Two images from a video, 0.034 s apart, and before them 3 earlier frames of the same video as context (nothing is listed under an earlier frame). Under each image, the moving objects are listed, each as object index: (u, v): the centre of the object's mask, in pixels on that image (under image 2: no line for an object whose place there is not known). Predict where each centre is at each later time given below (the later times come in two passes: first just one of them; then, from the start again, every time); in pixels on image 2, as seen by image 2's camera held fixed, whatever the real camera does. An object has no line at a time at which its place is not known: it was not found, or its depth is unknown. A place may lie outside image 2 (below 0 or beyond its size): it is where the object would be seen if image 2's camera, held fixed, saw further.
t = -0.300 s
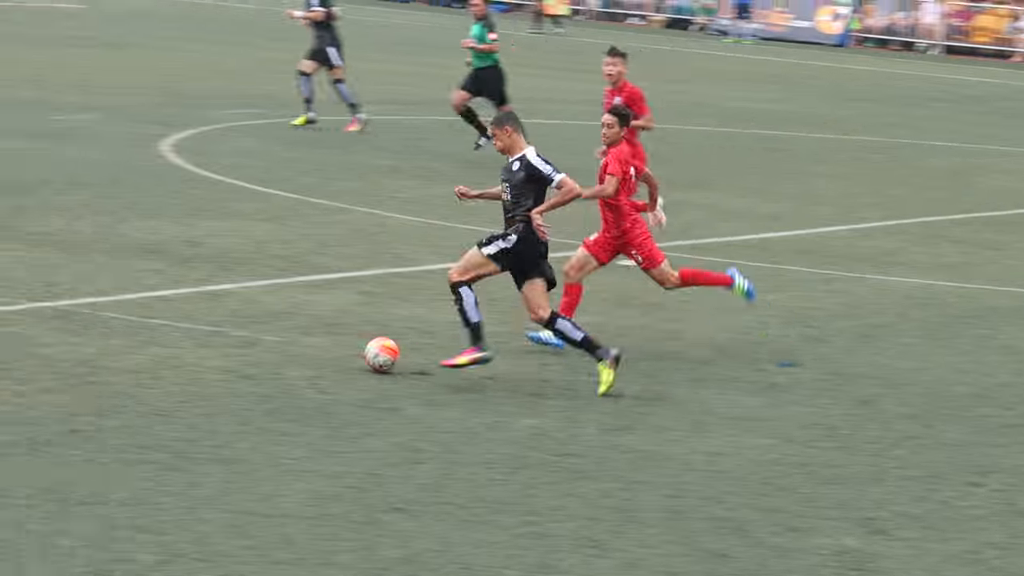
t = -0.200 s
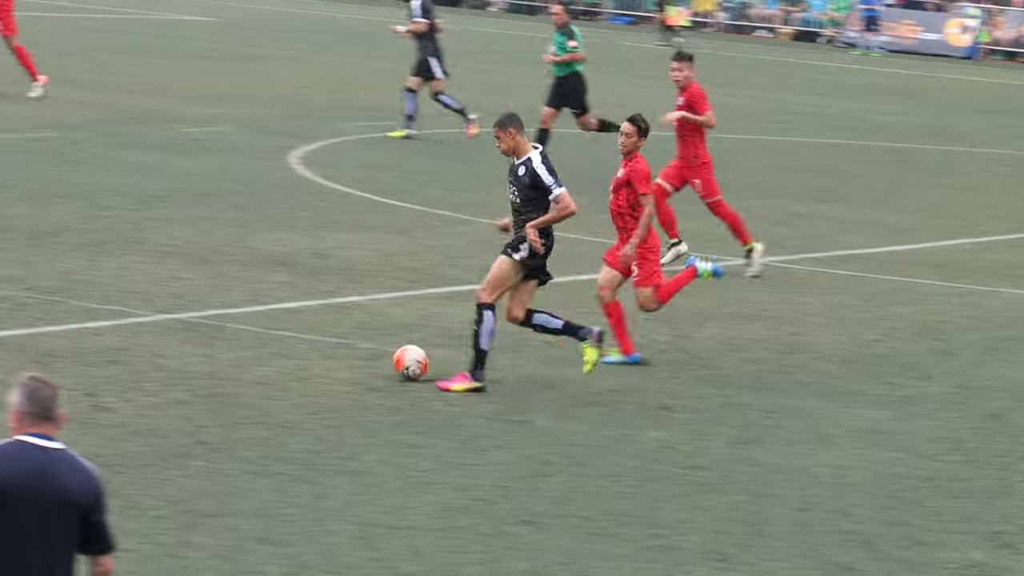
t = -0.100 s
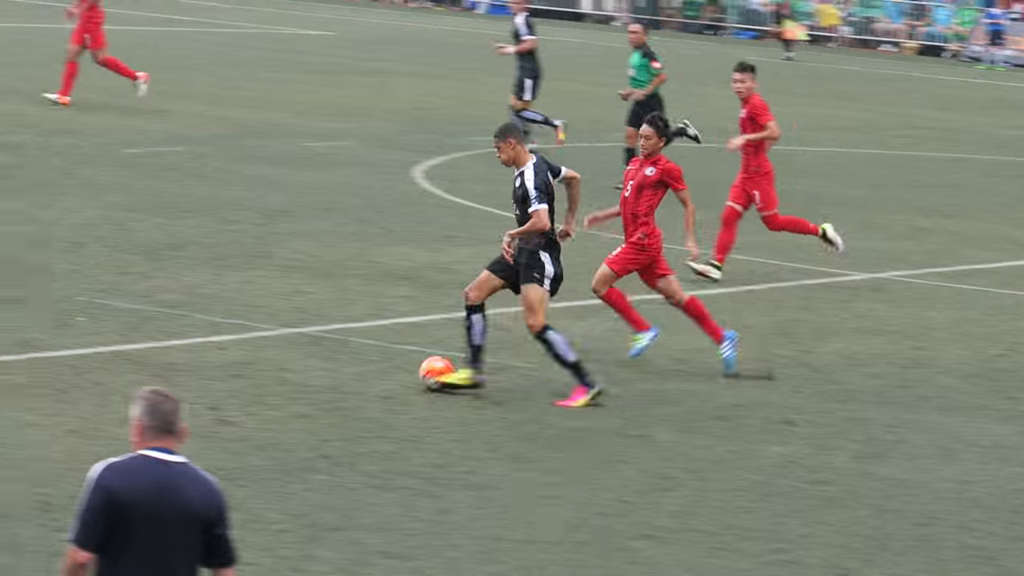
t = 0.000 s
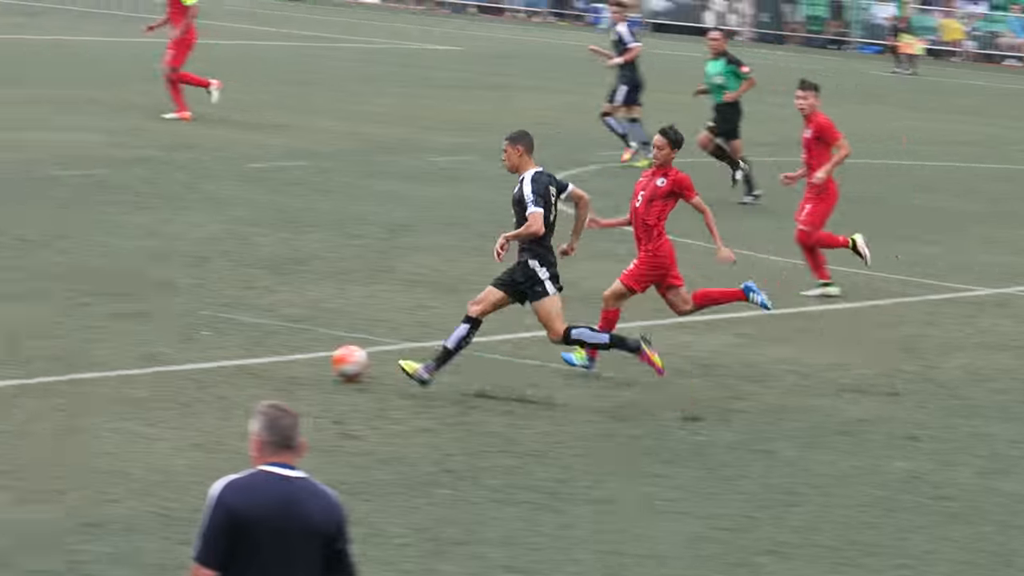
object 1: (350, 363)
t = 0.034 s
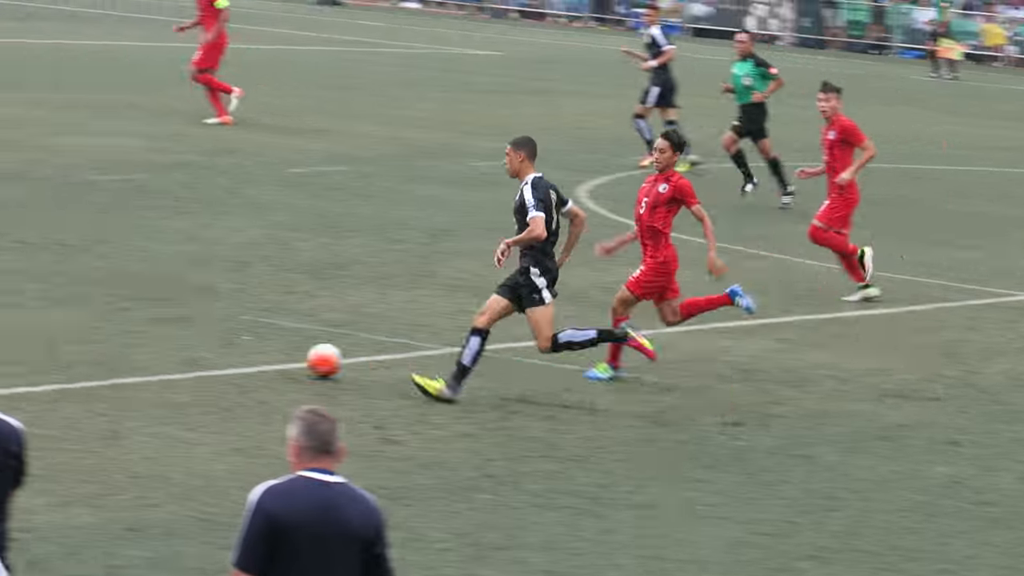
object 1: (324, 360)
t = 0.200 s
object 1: (30, 322)
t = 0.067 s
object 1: (261, 353)
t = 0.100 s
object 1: (203, 342)
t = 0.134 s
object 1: (146, 333)
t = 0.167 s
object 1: (89, 326)
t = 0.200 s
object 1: (30, 322)
